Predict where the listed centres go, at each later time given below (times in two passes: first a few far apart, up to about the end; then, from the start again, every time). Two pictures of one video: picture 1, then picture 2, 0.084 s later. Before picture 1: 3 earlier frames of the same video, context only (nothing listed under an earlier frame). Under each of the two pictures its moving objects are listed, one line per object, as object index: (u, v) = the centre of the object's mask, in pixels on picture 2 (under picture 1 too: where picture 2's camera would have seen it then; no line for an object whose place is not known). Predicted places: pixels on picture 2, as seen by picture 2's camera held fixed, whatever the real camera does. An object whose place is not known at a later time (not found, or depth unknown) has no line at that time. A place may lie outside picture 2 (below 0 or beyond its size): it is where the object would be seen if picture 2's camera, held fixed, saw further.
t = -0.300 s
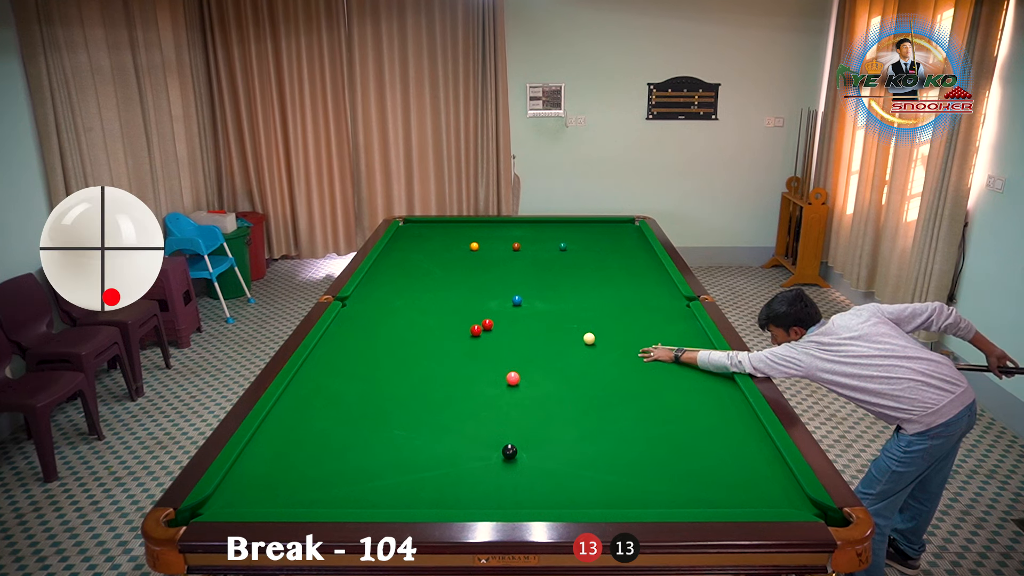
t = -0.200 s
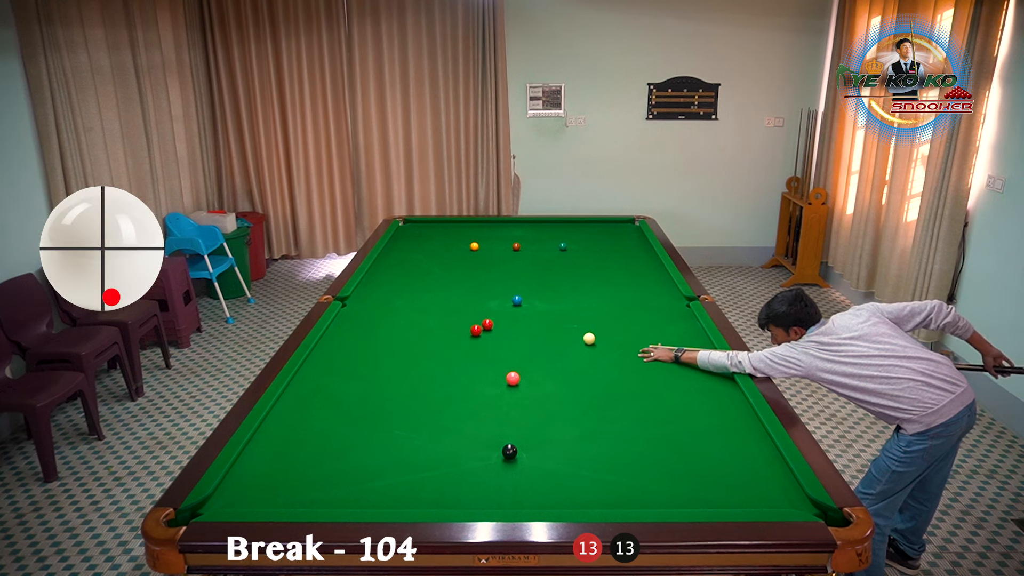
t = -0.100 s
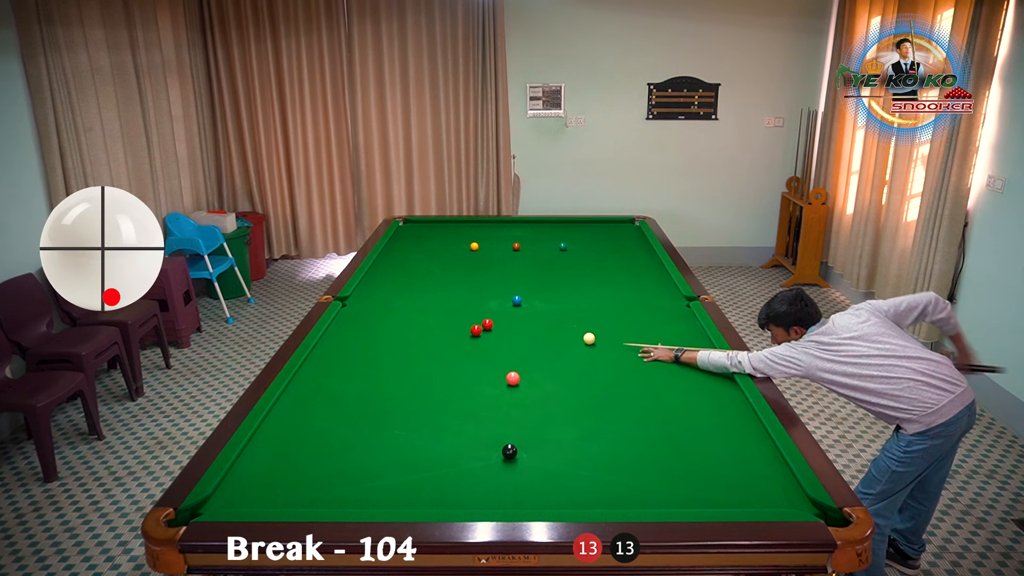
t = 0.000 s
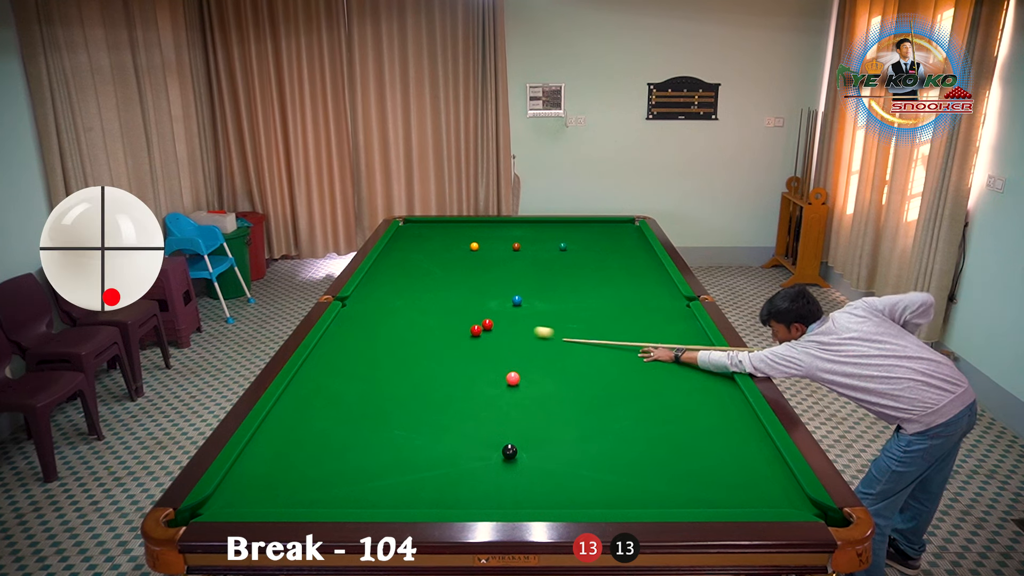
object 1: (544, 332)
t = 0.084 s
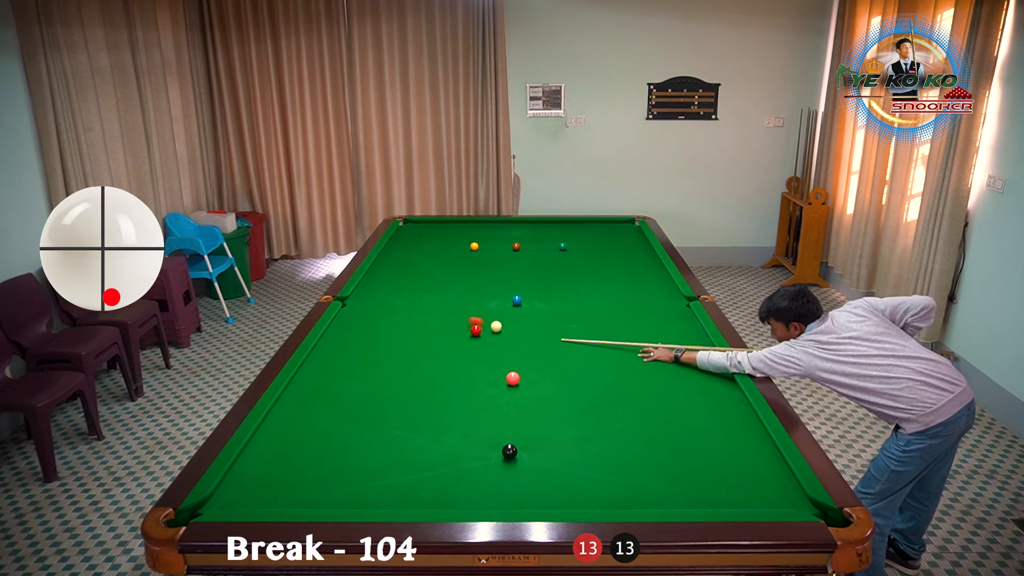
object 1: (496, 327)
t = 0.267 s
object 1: (499, 331)
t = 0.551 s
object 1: (531, 341)
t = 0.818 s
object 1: (566, 350)
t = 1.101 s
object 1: (603, 360)
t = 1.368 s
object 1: (639, 370)
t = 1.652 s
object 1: (677, 381)
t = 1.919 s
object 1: (713, 390)
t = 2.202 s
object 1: (735, 400)
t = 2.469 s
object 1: (721, 407)
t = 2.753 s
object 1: (706, 413)
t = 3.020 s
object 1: (693, 419)
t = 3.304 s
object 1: (680, 424)
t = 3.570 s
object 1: (670, 428)
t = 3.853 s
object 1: (660, 433)
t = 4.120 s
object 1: (652, 436)
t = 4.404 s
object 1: (645, 439)
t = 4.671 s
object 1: (641, 441)
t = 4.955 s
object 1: (638, 443)
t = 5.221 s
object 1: (636, 443)
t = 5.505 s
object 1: (636, 443)
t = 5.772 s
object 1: (636, 443)
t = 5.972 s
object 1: (636, 443)
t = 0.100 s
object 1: (495, 327)
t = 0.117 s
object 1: (495, 328)
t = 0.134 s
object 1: (495, 328)
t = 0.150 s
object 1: (495, 328)
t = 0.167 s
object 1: (495, 329)
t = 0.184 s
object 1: (495, 329)
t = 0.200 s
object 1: (495, 330)
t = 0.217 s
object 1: (496, 330)
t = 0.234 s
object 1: (497, 330)
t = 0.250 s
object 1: (498, 331)
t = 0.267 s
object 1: (499, 331)
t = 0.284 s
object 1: (500, 332)
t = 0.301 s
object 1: (501, 332)
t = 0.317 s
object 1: (502, 333)
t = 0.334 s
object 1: (504, 333)
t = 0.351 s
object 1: (506, 334)
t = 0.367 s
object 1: (508, 335)
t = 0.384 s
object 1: (510, 335)
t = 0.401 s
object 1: (512, 336)
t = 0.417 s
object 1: (514, 336)
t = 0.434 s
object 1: (516, 337)
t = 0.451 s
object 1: (518, 337)
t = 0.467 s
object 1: (520, 338)
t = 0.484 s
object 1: (523, 339)
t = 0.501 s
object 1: (525, 339)
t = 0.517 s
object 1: (527, 340)
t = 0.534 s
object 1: (529, 340)
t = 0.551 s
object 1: (531, 341)
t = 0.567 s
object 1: (533, 342)
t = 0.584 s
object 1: (536, 342)
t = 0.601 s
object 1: (537, 343)
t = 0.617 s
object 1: (540, 343)
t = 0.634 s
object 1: (542, 344)
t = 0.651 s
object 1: (544, 344)
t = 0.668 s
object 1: (546, 345)
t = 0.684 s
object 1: (548, 346)
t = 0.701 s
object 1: (550, 346)
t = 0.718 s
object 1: (553, 347)
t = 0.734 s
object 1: (555, 347)
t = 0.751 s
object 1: (557, 348)
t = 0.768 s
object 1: (559, 348)
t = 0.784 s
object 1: (561, 349)
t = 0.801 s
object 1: (563, 350)
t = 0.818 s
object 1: (566, 350)
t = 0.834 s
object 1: (568, 351)
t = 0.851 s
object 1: (570, 351)
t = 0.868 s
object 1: (572, 352)
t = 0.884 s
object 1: (574, 352)
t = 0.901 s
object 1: (577, 353)
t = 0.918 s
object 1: (579, 354)
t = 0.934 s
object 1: (581, 354)
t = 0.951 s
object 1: (583, 355)
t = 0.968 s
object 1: (585, 355)
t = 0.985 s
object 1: (588, 356)
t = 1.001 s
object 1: (590, 357)
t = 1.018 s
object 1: (592, 357)
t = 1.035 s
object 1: (594, 358)
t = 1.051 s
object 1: (596, 358)
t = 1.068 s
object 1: (599, 359)
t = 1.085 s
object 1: (601, 360)
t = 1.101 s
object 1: (603, 360)
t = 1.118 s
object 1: (605, 361)
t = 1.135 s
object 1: (608, 361)
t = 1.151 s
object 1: (610, 362)
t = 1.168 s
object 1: (612, 363)
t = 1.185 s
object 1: (614, 363)
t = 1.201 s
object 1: (616, 364)
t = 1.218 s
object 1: (619, 365)
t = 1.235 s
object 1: (621, 365)
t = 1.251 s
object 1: (623, 366)
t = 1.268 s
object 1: (626, 366)
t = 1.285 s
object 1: (628, 367)
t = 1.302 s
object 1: (630, 368)
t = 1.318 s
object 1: (632, 368)
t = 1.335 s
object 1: (635, 369)
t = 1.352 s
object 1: (637, 369)
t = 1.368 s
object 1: (639, 370)
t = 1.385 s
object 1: (641, 371)
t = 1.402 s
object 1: (643, 371)
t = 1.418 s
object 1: (646, 372)
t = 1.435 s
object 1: (648, 373)
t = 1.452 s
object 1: (650, 373)
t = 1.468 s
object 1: (652, 374)
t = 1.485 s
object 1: (655, 375)
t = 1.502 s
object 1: (657, 375)
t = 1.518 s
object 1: (659, 376)
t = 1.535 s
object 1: (661, 376)
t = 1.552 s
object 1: (664, 377)
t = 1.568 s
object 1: (666, 378)
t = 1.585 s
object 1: (668, 378)
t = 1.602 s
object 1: (670, 379)
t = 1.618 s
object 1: (672, 379)
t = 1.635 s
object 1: (675, 380)
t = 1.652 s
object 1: (677, 381)
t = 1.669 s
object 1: (679, 381)
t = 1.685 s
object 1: (681, 382)
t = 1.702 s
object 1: (684, 382)
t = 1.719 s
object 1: (686, 383)
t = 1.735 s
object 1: (688, 384)
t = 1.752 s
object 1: (690, 384)
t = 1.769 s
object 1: (693, 385)
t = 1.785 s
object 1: (695, 385)
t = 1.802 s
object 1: (697, 386)
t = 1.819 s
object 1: (699, 387)
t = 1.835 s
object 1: (702, 387)
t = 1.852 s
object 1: (704, 388)
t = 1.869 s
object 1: (706, 388)
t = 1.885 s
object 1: (709, 389)
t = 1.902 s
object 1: (711, 390)
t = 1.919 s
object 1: (713, 390)
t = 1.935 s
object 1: (715, 391)
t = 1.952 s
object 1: (718, 391)
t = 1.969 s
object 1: (720, 392)
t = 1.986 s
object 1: (722, 393)
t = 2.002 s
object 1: (724, 393)
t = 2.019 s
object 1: (726, 394)
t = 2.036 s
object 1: (729, 395)
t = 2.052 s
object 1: (731, 395)
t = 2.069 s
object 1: (733, 396)
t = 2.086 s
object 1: (735, 396)
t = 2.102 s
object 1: (738, 397)
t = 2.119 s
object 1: (740, 398)
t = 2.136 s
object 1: (739, 398)
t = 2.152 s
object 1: (738, 399)
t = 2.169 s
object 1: (737, 399)
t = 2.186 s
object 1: (736, 399)
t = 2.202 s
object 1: (735, 400)
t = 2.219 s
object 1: (734, 400)
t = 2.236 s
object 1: (733, 401)
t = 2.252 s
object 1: (732, 401)
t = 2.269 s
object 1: (731, 402)
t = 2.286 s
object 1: (730, 402)
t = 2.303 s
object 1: (729, 402)
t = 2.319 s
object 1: (729, 403)
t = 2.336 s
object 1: (728, 403)
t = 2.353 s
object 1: (727, 404)
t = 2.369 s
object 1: (726, 404)
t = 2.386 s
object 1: (725, 404)
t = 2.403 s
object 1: (724, 405)
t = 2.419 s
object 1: (723, 405)
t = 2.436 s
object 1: (722, 406)
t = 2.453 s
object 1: (722, 406)
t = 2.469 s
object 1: (721, 407)
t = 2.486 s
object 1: (720, 407)
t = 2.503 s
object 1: (719, 407)
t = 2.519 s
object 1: (718, 408)
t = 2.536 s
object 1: (717, 408)
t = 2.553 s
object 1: (716, 409)
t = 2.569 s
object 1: (716, 409)
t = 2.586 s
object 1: (715, 409)
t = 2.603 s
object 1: (714, 410)
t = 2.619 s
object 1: (713, 410)
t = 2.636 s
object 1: (712, 411)
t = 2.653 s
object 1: (711, 411)
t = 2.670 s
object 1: (710, 411)
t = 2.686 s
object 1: (709, 412)
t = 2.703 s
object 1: (709, 412)
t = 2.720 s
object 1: (708, 413)
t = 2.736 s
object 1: (707, 413)
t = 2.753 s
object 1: (706, 413)
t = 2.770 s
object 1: (705, 414)
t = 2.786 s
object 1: (705, 414)
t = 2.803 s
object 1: (704, 414)
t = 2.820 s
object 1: (703, 415)
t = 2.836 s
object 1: (702, 415)
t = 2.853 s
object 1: (701, 415)
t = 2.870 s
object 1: (700, 416)
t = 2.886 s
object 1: (700, 416)
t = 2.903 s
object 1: (699, 416)
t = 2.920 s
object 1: (698, 417)
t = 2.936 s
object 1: (697, 417)
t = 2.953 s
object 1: (696, 418)
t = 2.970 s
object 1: (695, 418)
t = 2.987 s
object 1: (695, 418)
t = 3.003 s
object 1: (694, 419)
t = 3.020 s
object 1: (693, 419)
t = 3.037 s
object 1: (692, 419)
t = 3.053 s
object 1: (691, 420)
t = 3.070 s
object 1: (691, 420)
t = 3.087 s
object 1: (690, 420)
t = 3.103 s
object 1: (689, 421)
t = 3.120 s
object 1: (688, 421)
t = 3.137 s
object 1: (688, 421)
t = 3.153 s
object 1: (687, 422)
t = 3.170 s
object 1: (686, 422)
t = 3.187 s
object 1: (686, 422)
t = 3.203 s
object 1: (685, 422)
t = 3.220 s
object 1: (684, 423)
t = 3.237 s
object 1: (683, 423)
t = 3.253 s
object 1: (682, 423)
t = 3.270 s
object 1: (682, 424)
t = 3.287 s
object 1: (681, 424)
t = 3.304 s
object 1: (680, 424)
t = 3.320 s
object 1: (680, 424)
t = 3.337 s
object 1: (679, 425)
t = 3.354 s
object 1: (678, 425)
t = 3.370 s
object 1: (678, 425)
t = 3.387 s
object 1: (677, 426)
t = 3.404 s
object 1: (676, 426)
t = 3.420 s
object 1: (676, 426)
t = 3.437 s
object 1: (675, 426)
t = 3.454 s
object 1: (674, 427)
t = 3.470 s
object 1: (673, 427)
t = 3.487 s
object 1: (673, 427)
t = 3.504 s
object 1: (672, 427)
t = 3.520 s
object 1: (672, 428)
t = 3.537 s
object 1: (671, 428)
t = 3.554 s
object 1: (670, 428)
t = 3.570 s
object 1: (670, 428)
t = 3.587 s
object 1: (669, 429)
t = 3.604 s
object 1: (668, 429)
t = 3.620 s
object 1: (668, 429)
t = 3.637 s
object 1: (667, 430)
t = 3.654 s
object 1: (667, 430)
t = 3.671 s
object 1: (666, 430)
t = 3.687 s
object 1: (665, 430)
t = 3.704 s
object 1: (665, 431)
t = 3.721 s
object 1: (664, 431)
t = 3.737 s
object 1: (664, 431)
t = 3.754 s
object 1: (663, 431)
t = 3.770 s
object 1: (663, 432)
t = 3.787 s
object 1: (662, 432)
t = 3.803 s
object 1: (662, 432)
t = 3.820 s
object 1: (661, 432)
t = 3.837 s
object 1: (660, 433)
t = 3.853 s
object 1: (660, 433)
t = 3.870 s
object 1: (659, 433)
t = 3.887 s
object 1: (659, 433)
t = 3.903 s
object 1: (658, 434)
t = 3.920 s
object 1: (658, 434)
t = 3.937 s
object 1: (657, 434)
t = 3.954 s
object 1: (657, 434)
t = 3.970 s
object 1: (656, 435)
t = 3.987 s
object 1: (656, 435)
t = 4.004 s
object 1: (655, 435)
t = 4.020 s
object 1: (655, 435)
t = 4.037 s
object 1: (654, 435)
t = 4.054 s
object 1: (654, 436)
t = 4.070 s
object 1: (653, 436)
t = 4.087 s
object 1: (653, 436)
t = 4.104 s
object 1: (652, 436)
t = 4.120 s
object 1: (652, 436)
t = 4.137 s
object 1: (652, 436)
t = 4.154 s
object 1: (651, 437)
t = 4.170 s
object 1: (651, 437)
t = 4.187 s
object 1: (650, 437)
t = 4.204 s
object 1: (650, 437)
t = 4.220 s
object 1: (650, 437)
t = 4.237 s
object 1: (649, 438)
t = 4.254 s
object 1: (649, 438)
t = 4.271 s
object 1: (648, 438)
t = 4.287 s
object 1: (648, 438)
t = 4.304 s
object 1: (648, 438)
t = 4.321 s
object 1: (647, 439)
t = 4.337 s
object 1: (647, 439)
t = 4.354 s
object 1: (646, 439)
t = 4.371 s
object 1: (646, 439)
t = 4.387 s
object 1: (646, 439)
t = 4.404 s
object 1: (645, 439)
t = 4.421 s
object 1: (645, 439)
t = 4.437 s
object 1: (645, 439)
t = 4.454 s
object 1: (644, 440)
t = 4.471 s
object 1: (644, 440)
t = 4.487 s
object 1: (644, 440)
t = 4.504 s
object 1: (644, 440)
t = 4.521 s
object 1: (643, 440)
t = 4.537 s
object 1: (643, 440)
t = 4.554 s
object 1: (643, 440)
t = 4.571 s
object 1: (642, 440)
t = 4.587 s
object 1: (642, 441)
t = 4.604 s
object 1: (642, 441)
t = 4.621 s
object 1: (641, 441)
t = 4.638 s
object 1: (641, 441)
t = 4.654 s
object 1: (641, 441)
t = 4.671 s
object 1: (641, 441)
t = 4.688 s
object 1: (641, 441)
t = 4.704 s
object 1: (640, 441)
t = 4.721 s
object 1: (640, 442)
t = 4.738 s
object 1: (640, 442)
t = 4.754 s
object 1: (640, 442)
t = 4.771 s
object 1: (639, 442)
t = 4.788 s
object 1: (639, 442)
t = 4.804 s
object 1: (639, 442)
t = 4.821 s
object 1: (639, 442)
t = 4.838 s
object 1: (639, 442)
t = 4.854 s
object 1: (639, 443)
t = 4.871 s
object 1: (638, 443)
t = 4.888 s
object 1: (638, 443)
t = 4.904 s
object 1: (638, 443)
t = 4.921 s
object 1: (638, 443)
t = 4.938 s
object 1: (638, 443)
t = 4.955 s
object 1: (638, 443)
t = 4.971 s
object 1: (638, 443)
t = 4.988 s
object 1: (637, 443)
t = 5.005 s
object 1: (637, 443)
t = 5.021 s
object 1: (637, 443)
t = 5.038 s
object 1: (637, 443)
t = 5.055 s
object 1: (637, 443)
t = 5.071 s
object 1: (637, 443)
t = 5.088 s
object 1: (637, 443)
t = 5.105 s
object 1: (637, 443)
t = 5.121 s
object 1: (637, 443)
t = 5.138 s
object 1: (637, 443)
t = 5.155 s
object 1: (637, 443)
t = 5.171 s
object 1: (636, 443)
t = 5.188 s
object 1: (636, 443)
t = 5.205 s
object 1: (636, 443)
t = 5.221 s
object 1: (636, 443)
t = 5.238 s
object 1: (636, 443)
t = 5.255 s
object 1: (636, 443)
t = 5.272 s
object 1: (636, 443)
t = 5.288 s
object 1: (636, 443)
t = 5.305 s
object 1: (636, 443)
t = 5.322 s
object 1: (636, 443)
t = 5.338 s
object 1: (636, 443)
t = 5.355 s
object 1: (636, 443)
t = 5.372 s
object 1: (636, 443)
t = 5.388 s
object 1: (636, 443)
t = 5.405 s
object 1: (636, 443)
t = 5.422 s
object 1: (636, 443)
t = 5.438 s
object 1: (636, 443)
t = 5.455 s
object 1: (636, 443)
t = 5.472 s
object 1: (636, 443)
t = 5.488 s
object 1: (636, 443)
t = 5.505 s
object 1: (636, 443)
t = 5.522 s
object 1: (636, 443)
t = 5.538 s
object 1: (636, 443)
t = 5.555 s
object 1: (636, 443)
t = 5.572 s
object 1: (636, 443)
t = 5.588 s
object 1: (636, 443)
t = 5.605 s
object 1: (636, 443)
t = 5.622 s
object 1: (636, 443)
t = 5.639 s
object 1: (636, 443)
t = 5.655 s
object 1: (636, 443)
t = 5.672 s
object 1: (636, 443)
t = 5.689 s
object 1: (636, 443)
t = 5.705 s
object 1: (636, 443)
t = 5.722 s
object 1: (636, 443)
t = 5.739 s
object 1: (636, 443)
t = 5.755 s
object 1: (636, 443)
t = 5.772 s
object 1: (636, 443)
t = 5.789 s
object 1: (636, 443)
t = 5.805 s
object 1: (636, 443)
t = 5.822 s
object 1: (636, 443)
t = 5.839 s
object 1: (636, 443)
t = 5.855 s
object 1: (636, 443)
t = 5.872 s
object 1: (636, 443)
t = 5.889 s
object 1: (636, 443)
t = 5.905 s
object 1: (636, 443)
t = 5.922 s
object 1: (636, 443)
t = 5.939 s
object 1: (636, 443)
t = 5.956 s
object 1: (636, 443)
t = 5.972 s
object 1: (636, 443)
